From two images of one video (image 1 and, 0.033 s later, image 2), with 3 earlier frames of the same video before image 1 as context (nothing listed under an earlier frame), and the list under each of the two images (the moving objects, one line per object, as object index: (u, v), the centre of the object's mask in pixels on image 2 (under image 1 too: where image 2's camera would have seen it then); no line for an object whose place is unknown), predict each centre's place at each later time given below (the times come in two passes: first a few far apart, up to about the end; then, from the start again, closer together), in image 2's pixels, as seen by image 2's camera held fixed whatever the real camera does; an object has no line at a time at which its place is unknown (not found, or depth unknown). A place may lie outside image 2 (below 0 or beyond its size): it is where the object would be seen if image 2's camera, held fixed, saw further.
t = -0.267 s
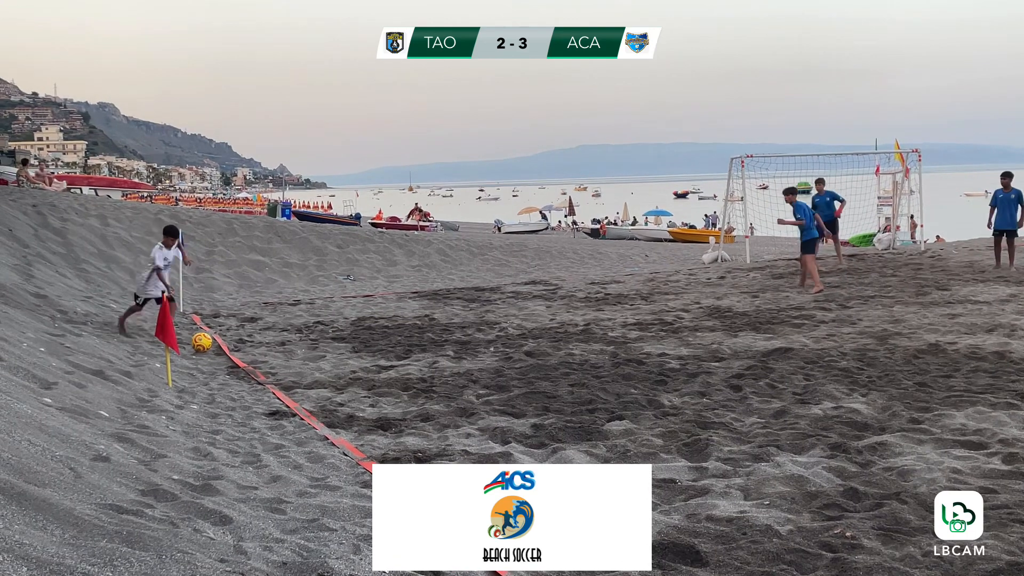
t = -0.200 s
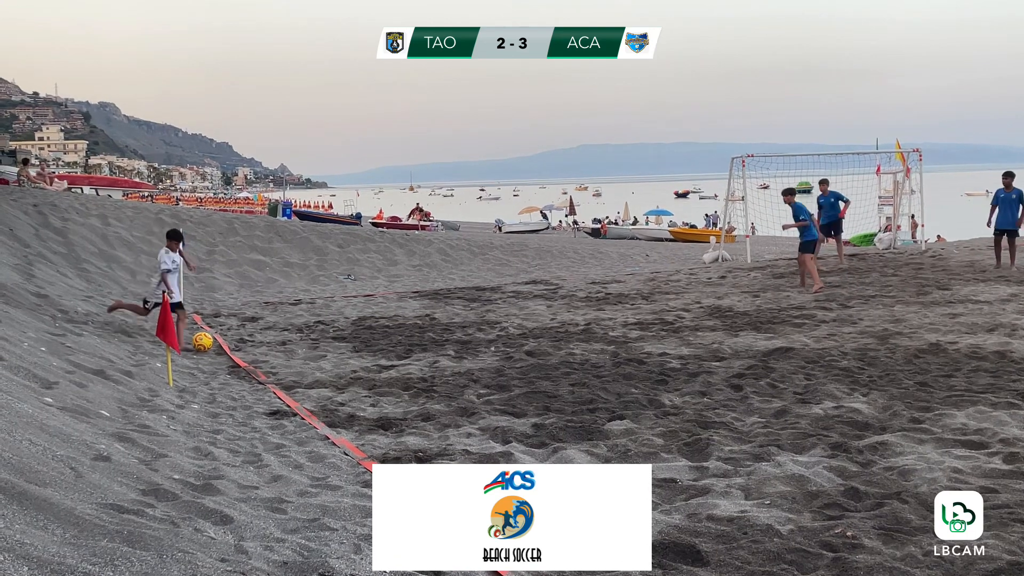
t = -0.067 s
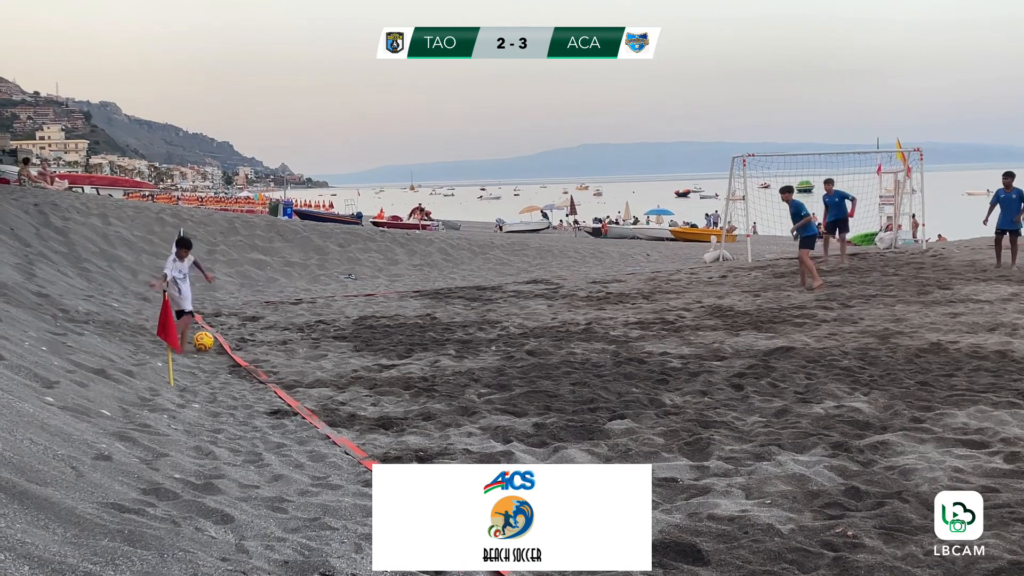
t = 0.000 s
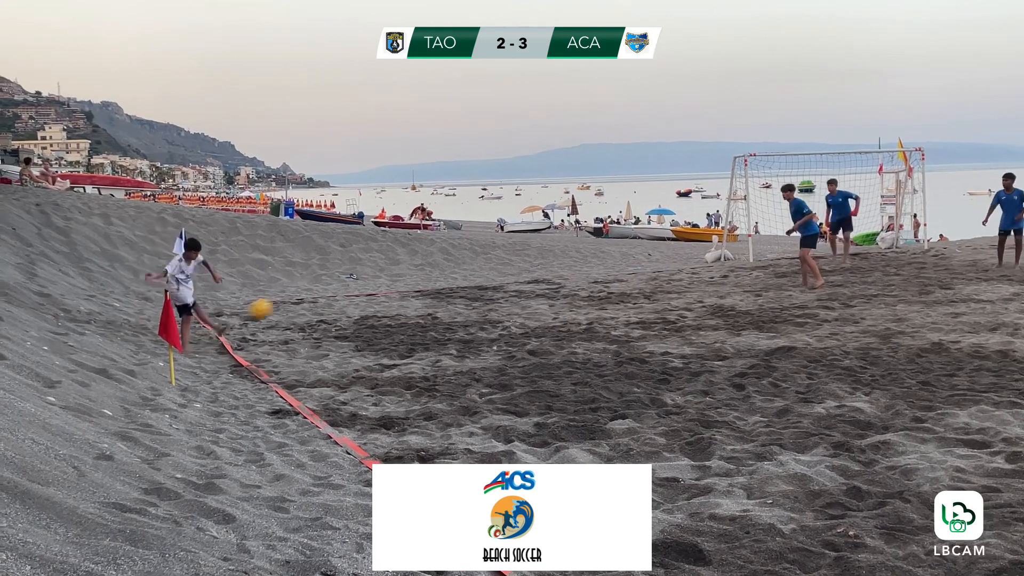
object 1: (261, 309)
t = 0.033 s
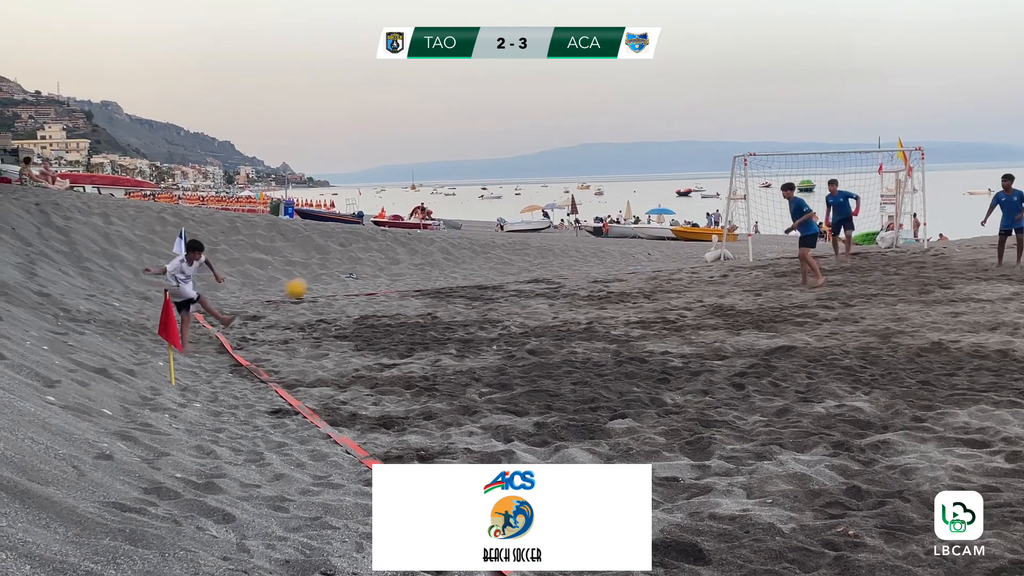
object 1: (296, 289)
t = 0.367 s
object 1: (593, 172)
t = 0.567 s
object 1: (740, 152)
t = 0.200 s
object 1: (455, 214)
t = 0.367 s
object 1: (593, 172)
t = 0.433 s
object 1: (644, 162)
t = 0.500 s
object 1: (693, 155)
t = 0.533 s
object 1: (717, 153)
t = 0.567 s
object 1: (740, 152)
